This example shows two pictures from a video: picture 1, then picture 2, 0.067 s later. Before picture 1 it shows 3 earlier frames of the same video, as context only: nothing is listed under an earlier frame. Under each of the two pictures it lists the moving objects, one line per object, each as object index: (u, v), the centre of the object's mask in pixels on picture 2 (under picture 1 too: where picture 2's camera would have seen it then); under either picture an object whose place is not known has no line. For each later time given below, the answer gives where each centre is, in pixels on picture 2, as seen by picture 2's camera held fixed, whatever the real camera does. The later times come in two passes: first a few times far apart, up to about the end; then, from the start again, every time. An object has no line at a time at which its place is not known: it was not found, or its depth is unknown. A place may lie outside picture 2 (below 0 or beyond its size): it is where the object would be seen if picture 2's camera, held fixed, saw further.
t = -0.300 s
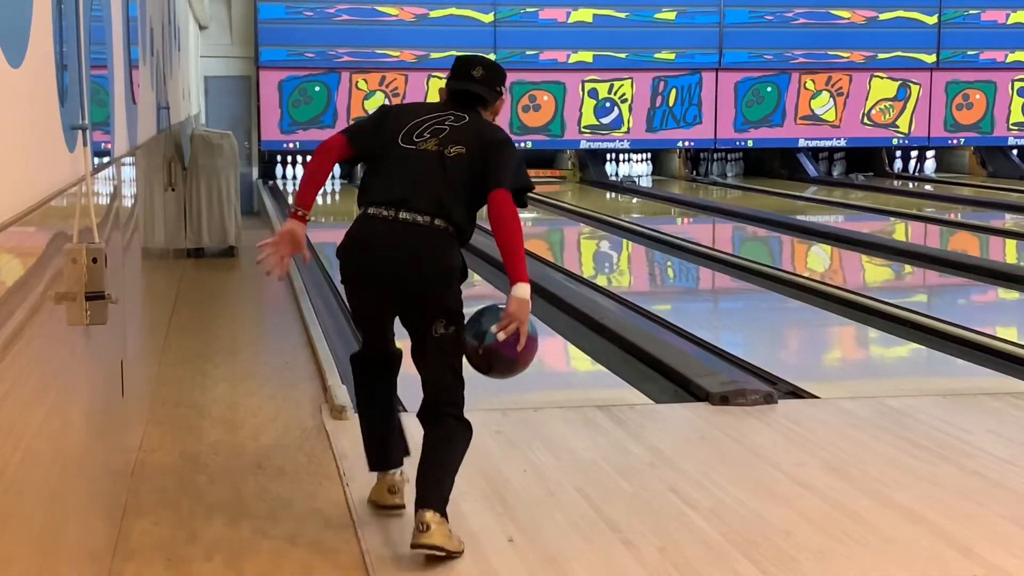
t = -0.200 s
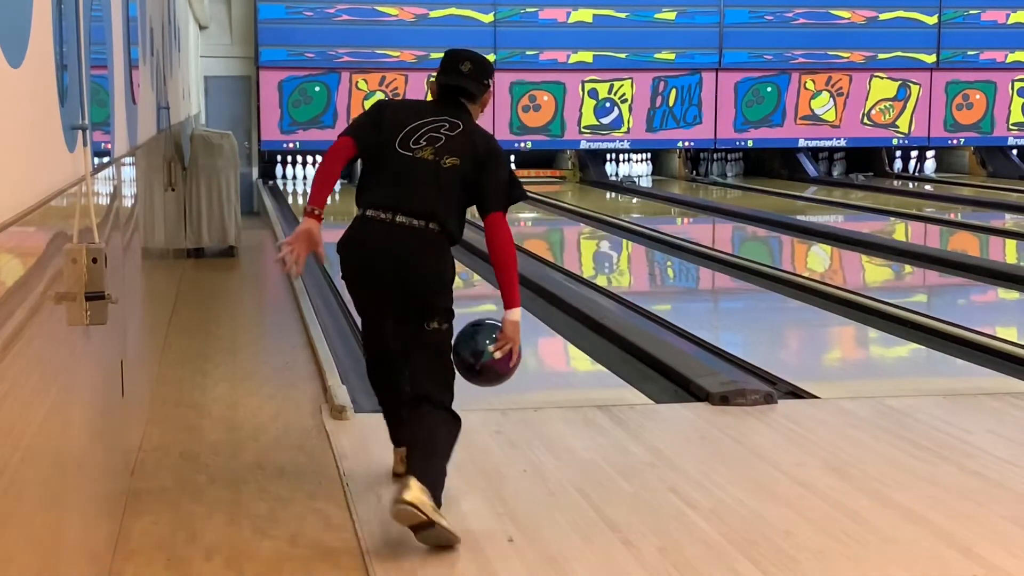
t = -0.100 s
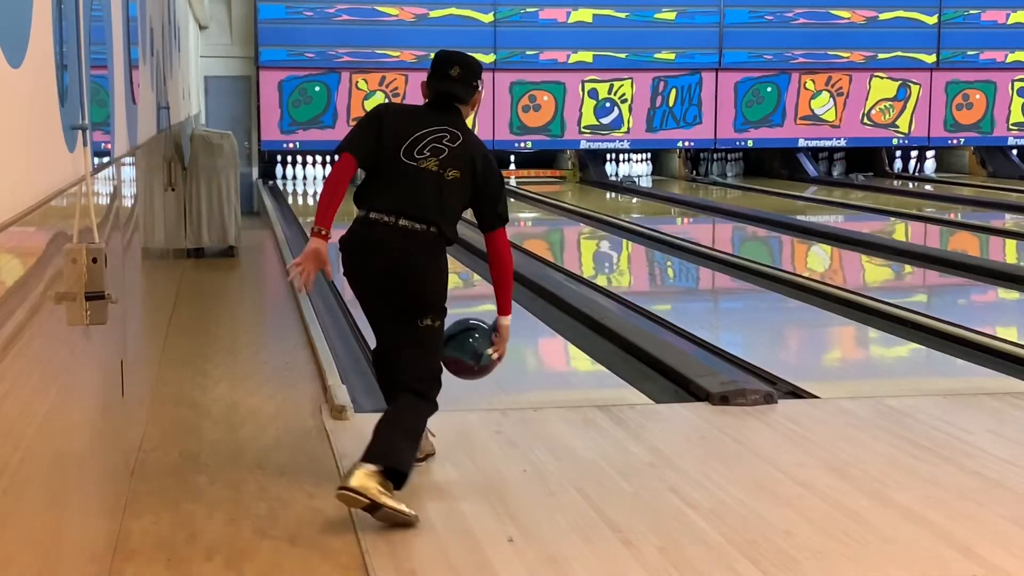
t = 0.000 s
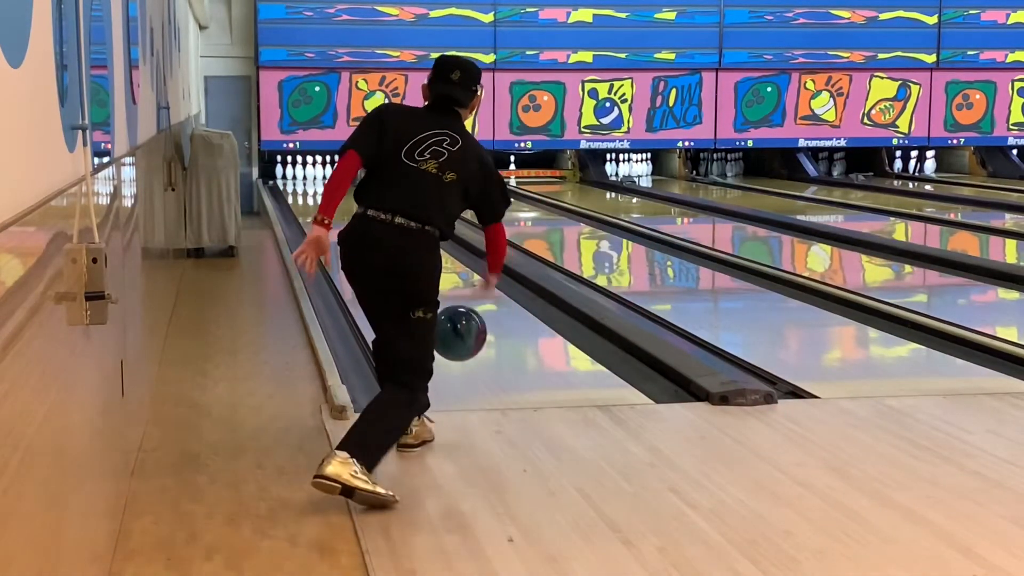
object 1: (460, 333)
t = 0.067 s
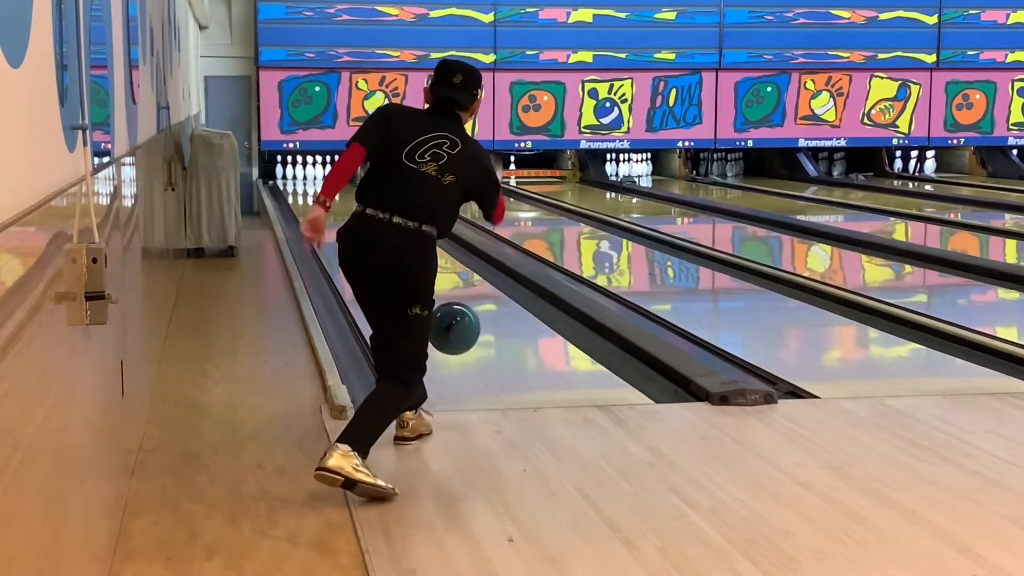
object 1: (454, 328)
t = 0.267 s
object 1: (441, 352)
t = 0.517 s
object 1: (431, 314)
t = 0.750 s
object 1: (423, 288)
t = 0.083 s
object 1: (453, 329)
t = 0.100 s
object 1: (452, 330)
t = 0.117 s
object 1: (450, 332)
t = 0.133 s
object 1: (449, 334)
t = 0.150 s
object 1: (448, 337)
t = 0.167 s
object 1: (447, 340)
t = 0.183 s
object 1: (446, 345)
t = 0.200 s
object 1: (445, 349)
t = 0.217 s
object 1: (444, 354)
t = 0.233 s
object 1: (443, 359)
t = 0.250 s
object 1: (442, 355)
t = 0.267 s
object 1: (441, 352)
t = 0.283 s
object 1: (440, 349)
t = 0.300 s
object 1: (440, 347)
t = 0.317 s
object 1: (439, 344)
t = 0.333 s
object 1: (438, 341)
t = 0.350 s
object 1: (438, 339)
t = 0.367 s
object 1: (437, 336)
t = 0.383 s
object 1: (436, 333)
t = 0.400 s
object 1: (435, 331)
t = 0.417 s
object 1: (435, 328)
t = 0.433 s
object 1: (434, 326)
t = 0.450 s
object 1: (434, 323)
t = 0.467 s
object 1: (433, 321)
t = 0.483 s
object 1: (432, 319)
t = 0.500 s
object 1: (432, 316)
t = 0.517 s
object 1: (431, 314)
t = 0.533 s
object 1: (430, 312)
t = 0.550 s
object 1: (430, 310)
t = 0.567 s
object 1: (429, 308)
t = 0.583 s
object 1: (428, 306)
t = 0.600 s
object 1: (427, 304)
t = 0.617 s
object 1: (427, 302)
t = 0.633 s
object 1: (426, 300)
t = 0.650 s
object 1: (426, 298)
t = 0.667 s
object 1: (426, 296)
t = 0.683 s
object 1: (425, 294)
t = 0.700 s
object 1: (425, 293)
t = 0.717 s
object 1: (424, 291)
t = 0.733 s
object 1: (423, 289)
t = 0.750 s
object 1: (423, 288)
